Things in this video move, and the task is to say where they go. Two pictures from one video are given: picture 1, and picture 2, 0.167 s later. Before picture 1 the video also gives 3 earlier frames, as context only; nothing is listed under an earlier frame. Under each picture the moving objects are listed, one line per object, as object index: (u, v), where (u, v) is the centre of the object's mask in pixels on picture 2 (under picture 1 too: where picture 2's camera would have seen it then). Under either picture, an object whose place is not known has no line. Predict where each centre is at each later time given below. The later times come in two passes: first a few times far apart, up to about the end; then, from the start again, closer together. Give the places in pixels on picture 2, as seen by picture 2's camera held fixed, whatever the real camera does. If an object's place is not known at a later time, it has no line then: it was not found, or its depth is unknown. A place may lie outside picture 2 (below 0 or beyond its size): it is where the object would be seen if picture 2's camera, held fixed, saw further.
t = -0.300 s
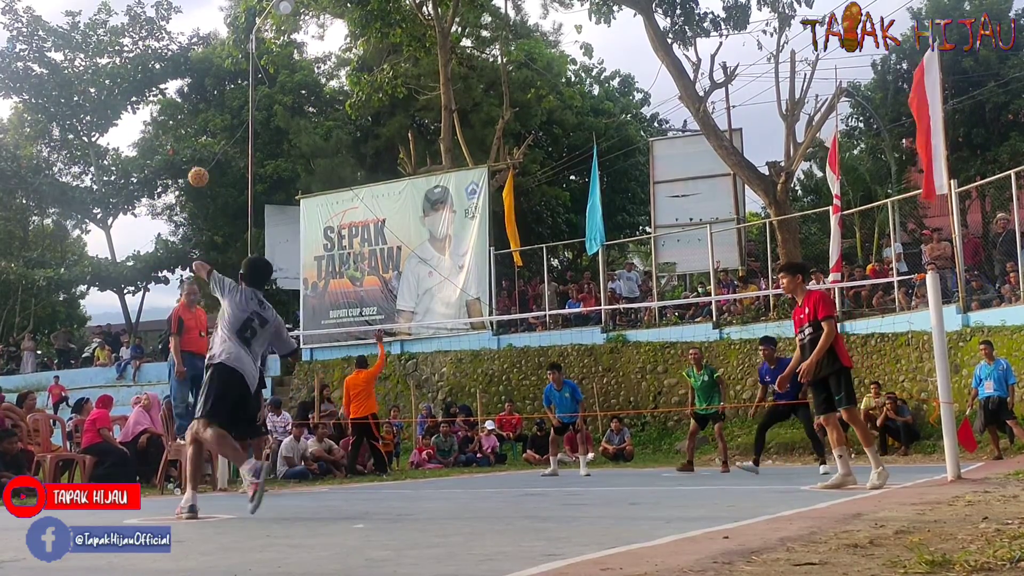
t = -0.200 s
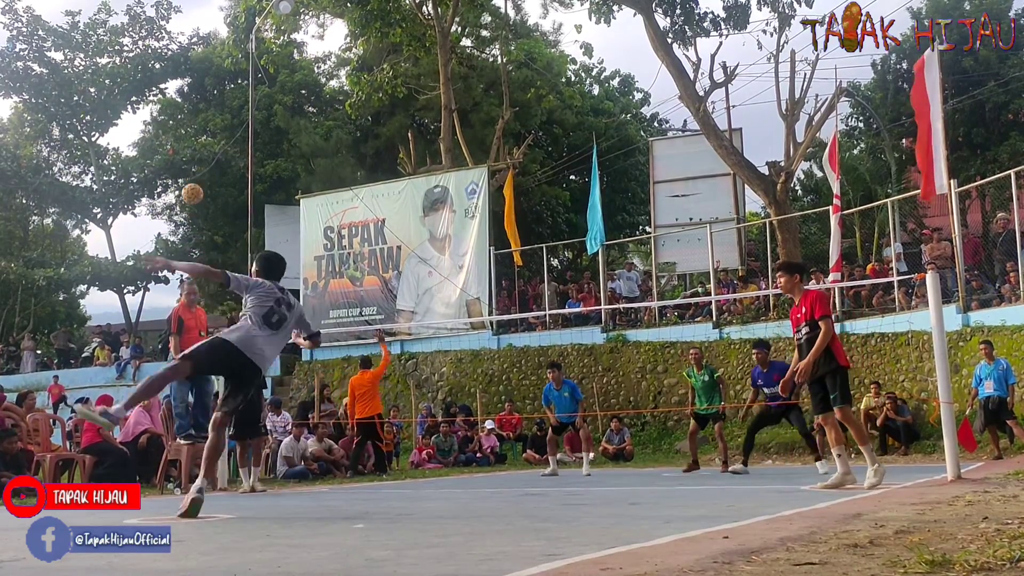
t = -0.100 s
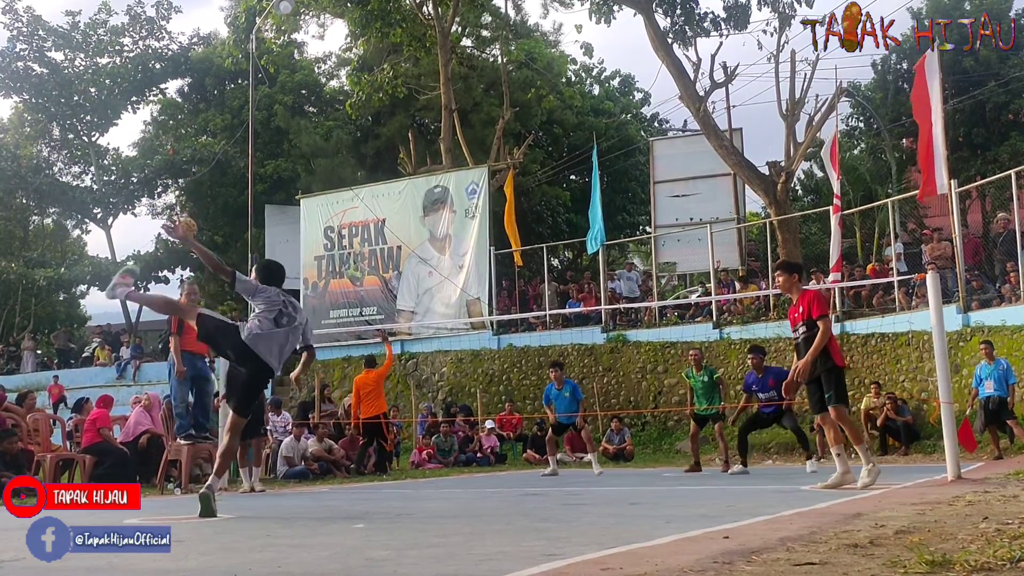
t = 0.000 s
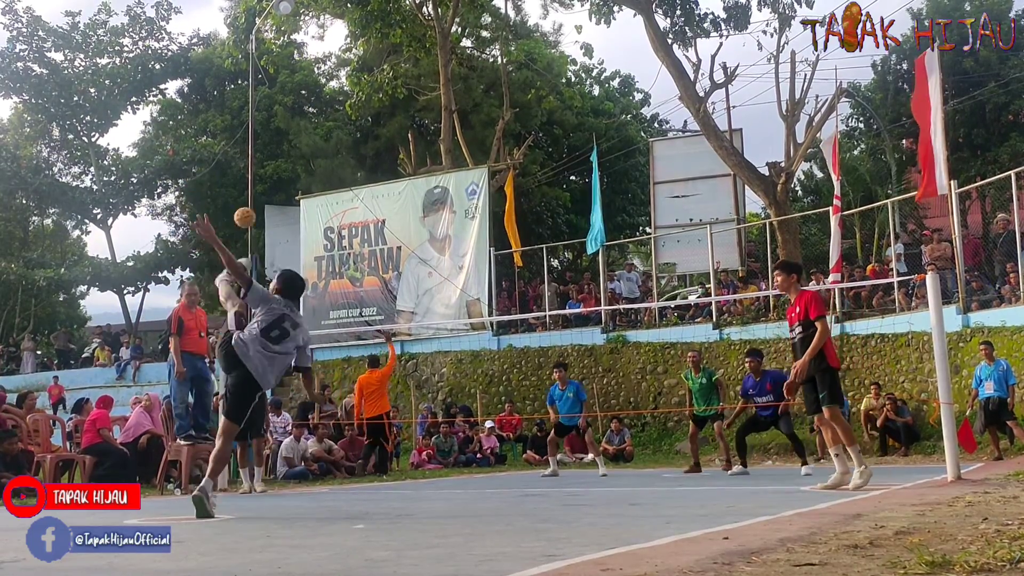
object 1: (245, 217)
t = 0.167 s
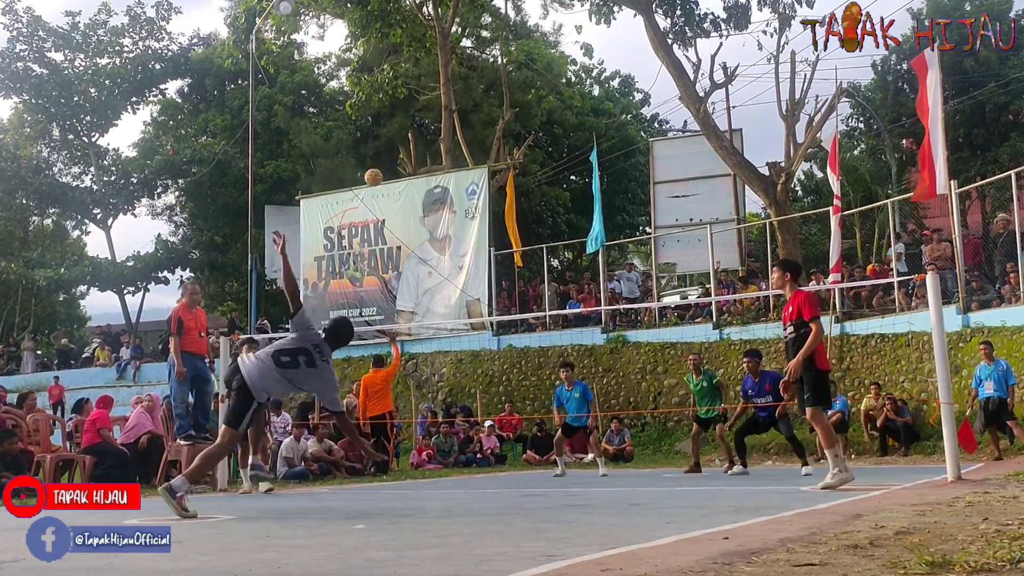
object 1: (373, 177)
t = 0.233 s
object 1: (414, 174)
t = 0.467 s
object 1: (525, 199)
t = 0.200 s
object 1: (394, 175)
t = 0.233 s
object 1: (414, 174)
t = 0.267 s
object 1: (432, 174)
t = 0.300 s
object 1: (450, 175)
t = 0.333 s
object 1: (467, 178)
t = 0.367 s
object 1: (483, 182)
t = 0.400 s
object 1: (497, 187)
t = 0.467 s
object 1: (525, 199)
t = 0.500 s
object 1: (537, 206)
